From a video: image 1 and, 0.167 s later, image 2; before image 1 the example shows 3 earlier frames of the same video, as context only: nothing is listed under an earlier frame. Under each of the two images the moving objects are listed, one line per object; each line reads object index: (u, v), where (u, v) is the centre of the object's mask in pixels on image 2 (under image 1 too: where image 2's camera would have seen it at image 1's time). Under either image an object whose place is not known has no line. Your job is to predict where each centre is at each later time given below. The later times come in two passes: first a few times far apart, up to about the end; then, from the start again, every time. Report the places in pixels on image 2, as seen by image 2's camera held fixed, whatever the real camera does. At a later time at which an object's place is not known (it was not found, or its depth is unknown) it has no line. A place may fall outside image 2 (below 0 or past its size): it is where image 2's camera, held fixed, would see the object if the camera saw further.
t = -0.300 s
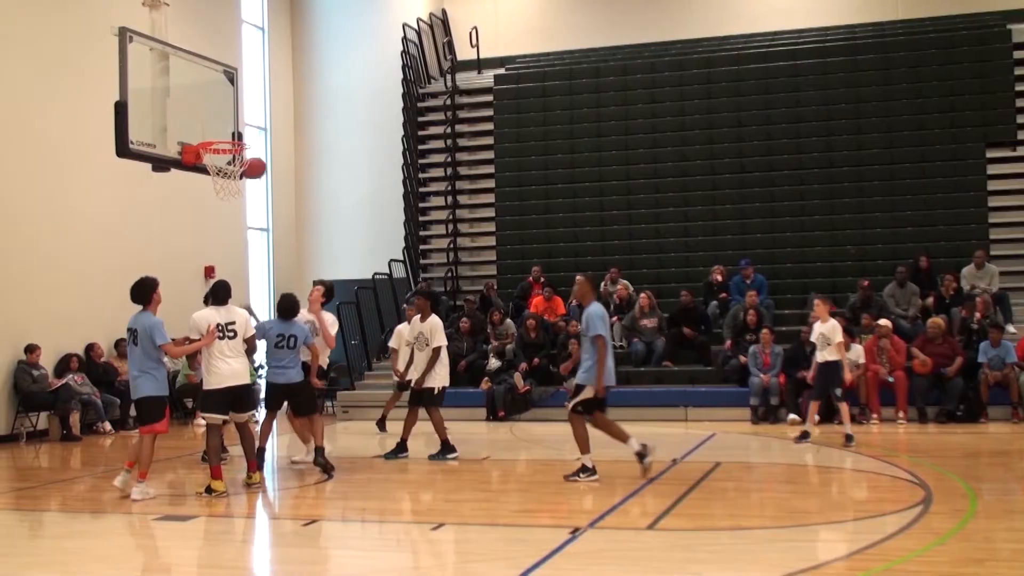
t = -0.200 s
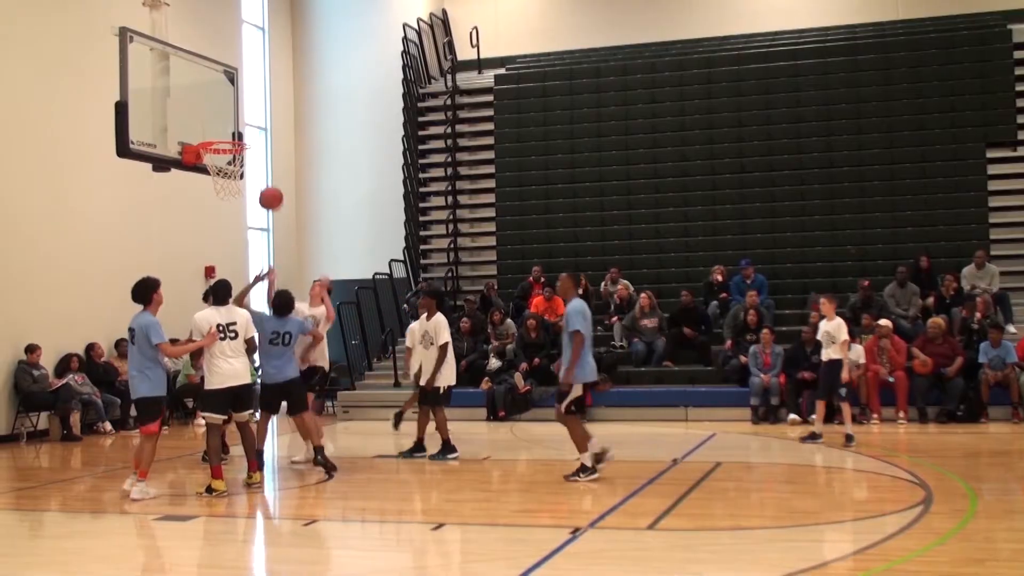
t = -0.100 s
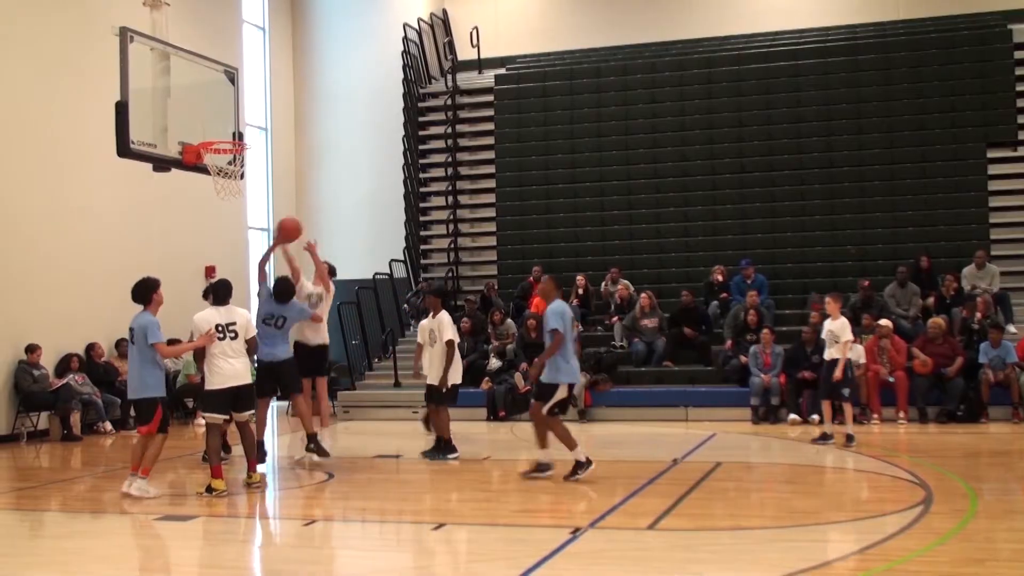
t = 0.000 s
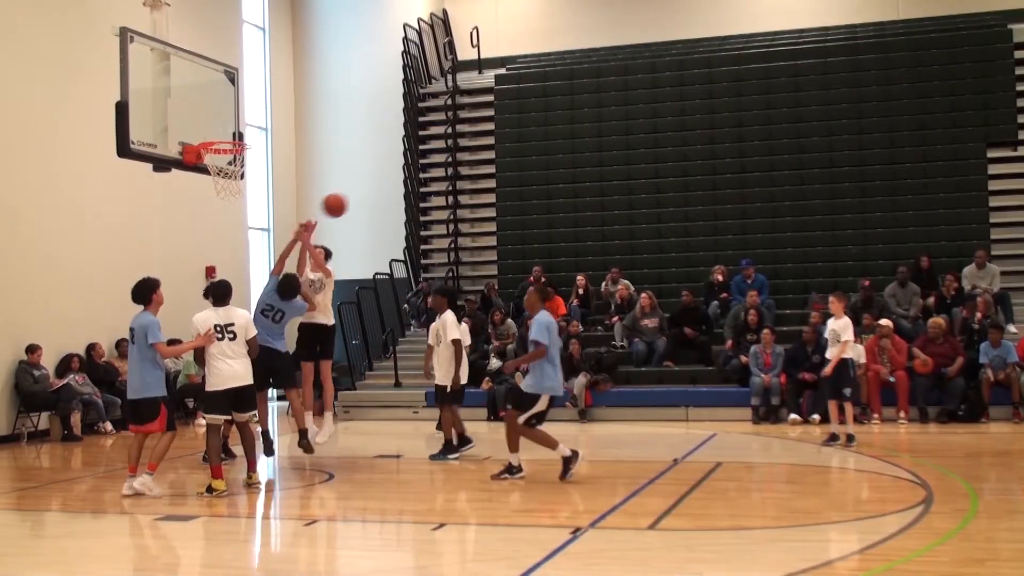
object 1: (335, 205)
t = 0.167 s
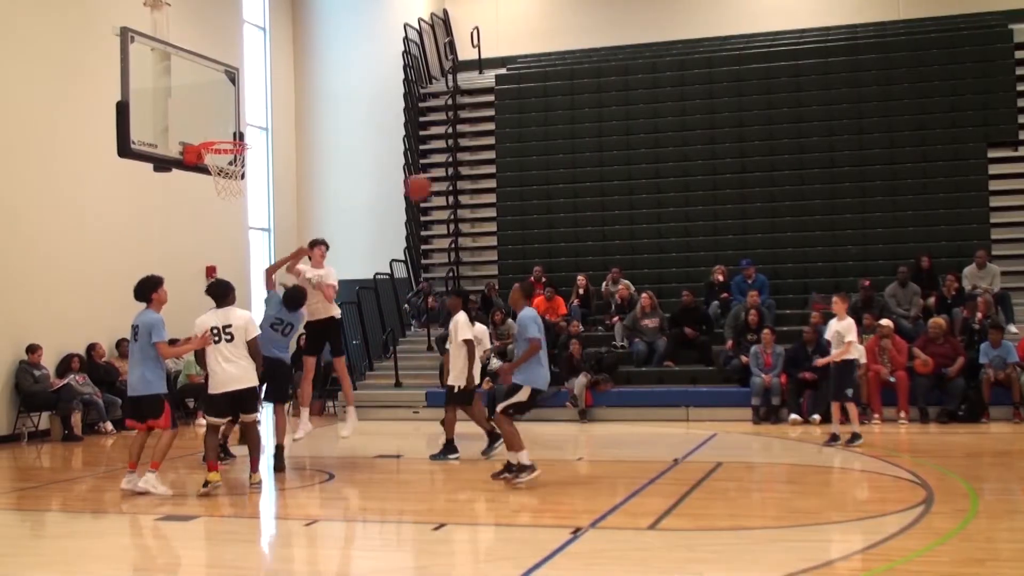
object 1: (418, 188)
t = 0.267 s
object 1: (466, 190)
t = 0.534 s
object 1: (599, 250)
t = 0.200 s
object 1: (433, 188)
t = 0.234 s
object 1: (450, 188)
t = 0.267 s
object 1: (466, 190)
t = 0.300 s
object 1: (484, 194)
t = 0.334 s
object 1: (500, 199)
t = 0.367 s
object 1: (517, 204)
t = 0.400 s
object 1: (533, 211)
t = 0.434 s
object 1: (550, 219)
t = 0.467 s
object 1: (566, 228)
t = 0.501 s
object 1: (583, 239)
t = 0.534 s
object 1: (599, 250)
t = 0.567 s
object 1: (616, 262)
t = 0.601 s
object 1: (634, 275)
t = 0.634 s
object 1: (650, 291)
